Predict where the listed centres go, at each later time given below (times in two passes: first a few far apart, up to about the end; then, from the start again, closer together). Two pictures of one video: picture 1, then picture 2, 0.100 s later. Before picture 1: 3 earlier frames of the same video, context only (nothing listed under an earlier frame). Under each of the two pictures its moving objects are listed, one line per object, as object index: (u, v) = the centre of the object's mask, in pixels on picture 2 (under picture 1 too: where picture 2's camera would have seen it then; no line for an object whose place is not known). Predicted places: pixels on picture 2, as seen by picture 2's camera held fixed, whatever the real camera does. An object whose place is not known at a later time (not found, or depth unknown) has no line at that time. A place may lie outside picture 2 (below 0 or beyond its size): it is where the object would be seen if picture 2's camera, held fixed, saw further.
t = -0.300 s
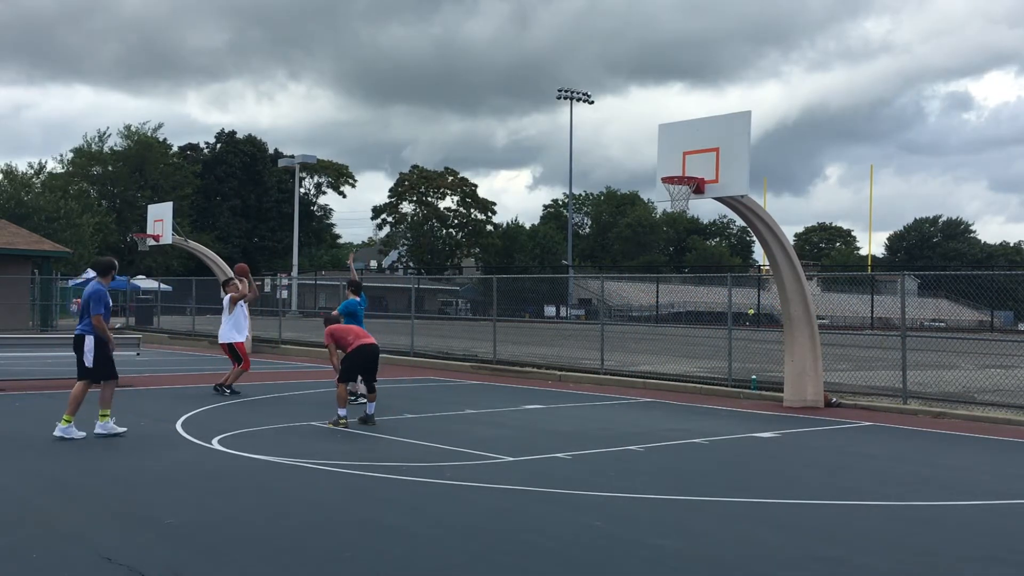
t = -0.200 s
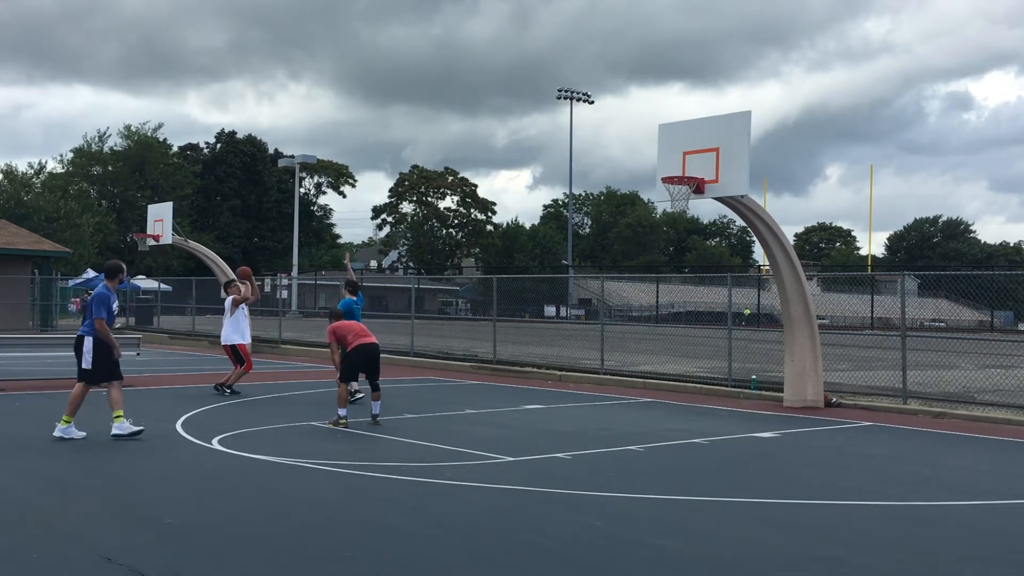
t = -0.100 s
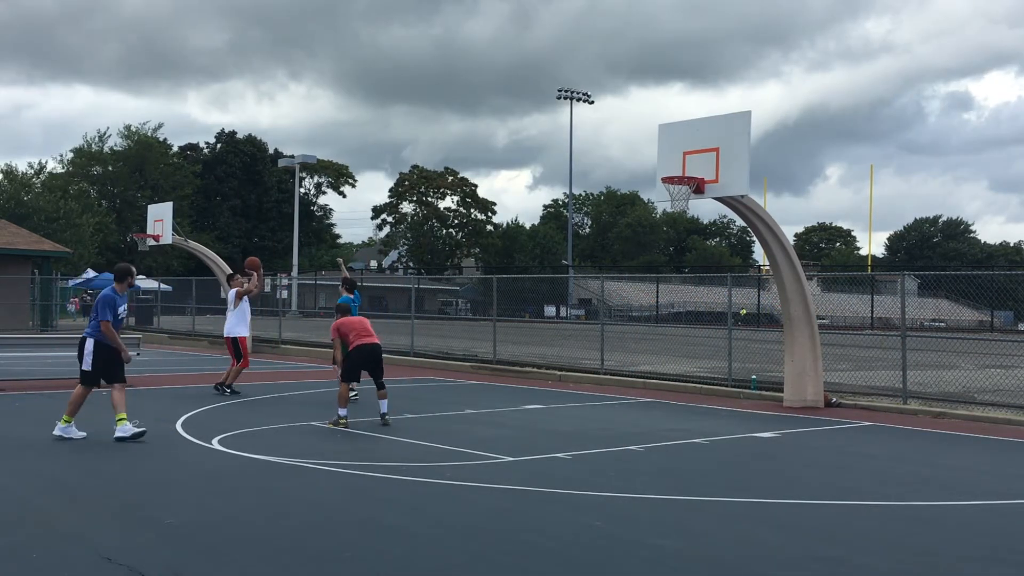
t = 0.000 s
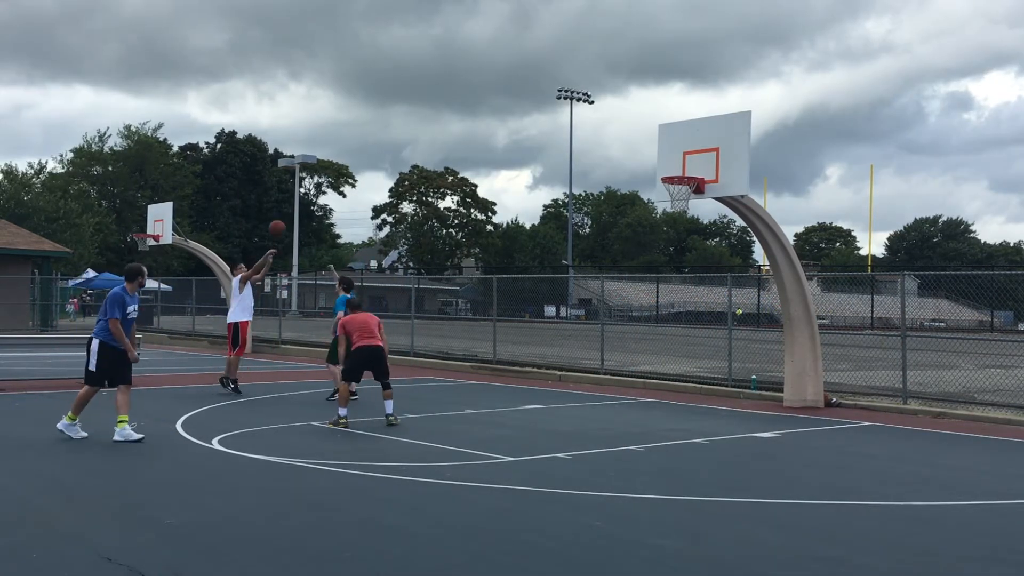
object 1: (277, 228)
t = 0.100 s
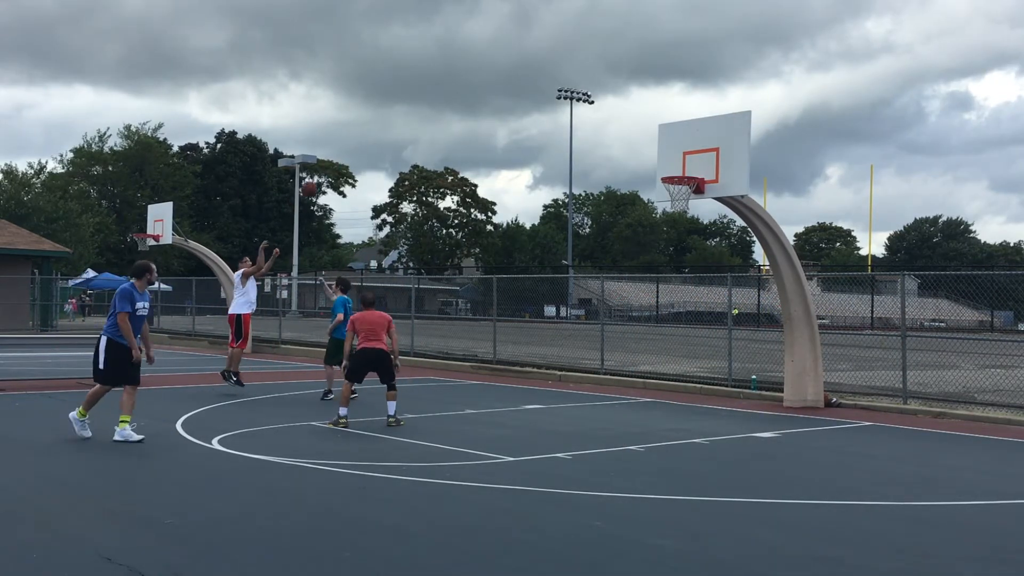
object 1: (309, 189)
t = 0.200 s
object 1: (341, 156)
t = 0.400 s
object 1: (406, 110)
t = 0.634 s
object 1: (482, 87)
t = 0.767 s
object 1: (527, 91)
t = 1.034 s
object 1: (619, 137)
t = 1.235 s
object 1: (660, 192)
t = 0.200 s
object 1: (341, 156)
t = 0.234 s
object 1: (352, 147)
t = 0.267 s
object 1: (363, 138)
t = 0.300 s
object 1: (373, 130)
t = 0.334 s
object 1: (384, 122)
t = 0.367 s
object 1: (395, 116)
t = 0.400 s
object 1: (406, 110)
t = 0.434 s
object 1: (417, 104)
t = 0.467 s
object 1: (427, 100)
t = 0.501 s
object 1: (438, 96)
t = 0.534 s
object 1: (449, 93)
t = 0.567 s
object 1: (460, 90)
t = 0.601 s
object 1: (471, 88)
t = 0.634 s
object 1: (482, 87)
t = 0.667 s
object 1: (494, 87)
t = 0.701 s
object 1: (505, 88)
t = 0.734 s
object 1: (516, 89)
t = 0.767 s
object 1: (527, 91)
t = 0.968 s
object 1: (596, 121)
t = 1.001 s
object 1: (608, 128)
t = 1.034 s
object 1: (619, 137)
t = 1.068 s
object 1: (631, 146)
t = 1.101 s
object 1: (643, 156)
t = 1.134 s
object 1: (655, 167)
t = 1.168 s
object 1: (664, 176)
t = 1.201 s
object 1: (661, 188)
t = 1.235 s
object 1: (660, 192)
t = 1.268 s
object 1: (652, 193)
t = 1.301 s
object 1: (642, 196)
